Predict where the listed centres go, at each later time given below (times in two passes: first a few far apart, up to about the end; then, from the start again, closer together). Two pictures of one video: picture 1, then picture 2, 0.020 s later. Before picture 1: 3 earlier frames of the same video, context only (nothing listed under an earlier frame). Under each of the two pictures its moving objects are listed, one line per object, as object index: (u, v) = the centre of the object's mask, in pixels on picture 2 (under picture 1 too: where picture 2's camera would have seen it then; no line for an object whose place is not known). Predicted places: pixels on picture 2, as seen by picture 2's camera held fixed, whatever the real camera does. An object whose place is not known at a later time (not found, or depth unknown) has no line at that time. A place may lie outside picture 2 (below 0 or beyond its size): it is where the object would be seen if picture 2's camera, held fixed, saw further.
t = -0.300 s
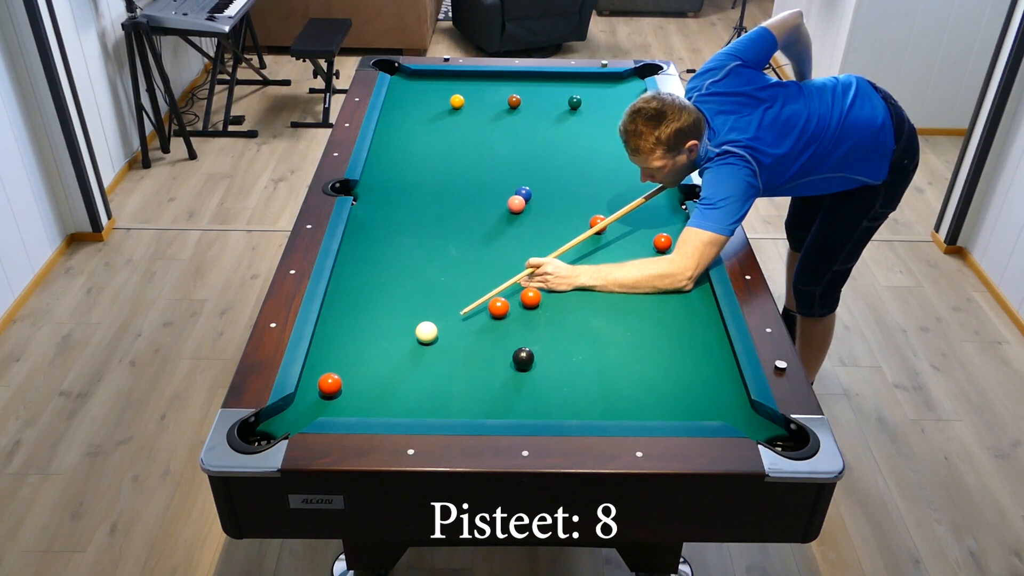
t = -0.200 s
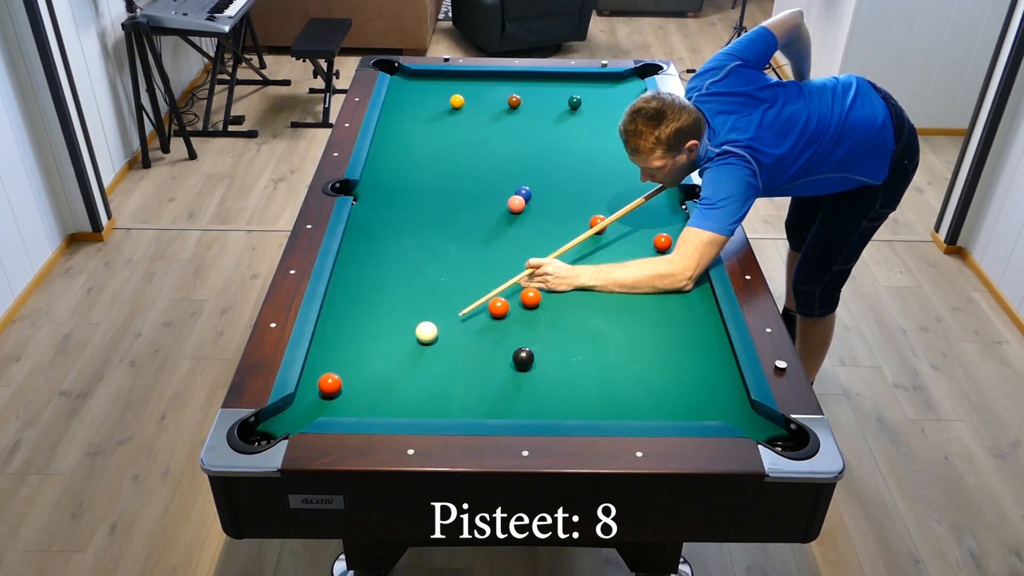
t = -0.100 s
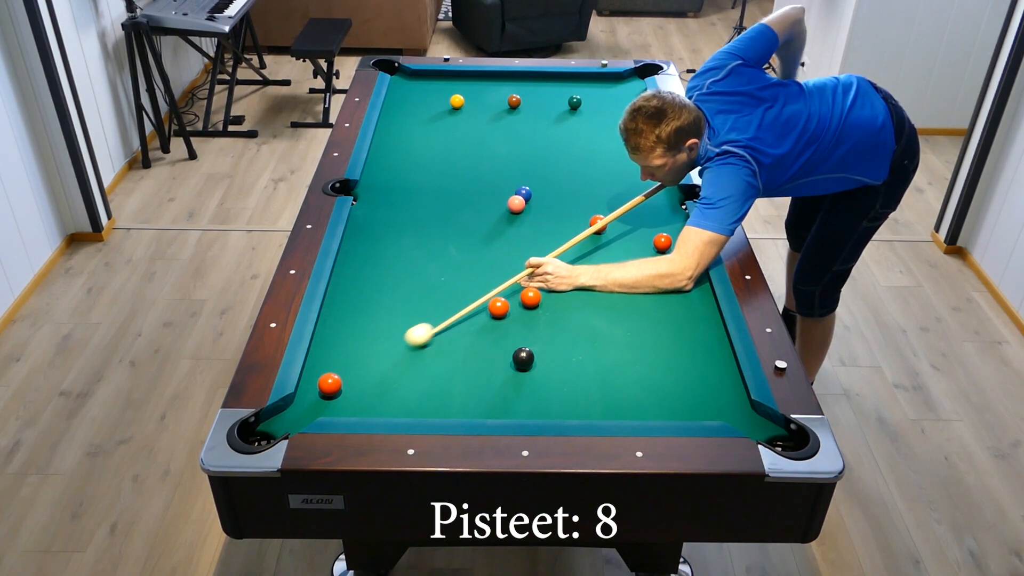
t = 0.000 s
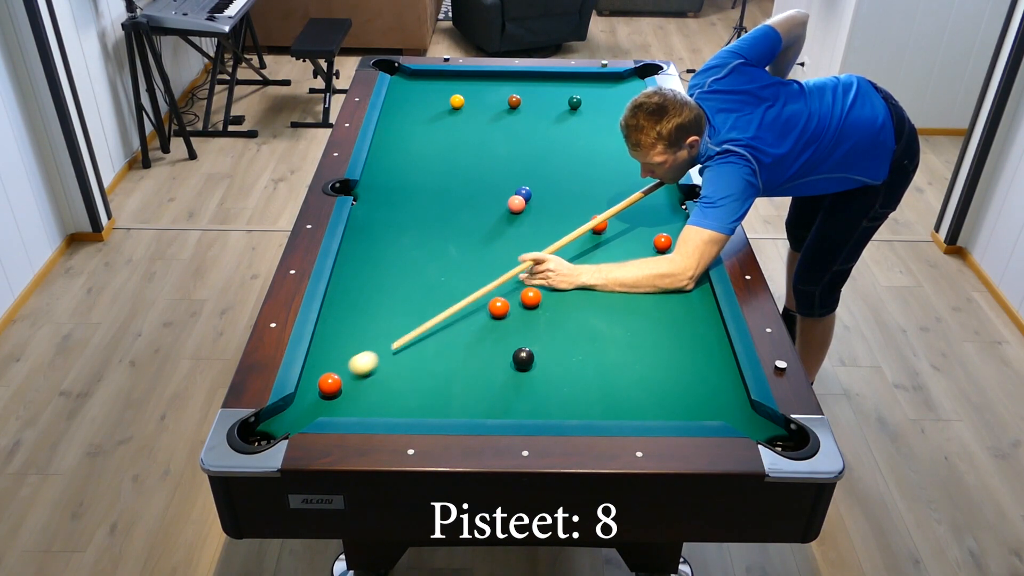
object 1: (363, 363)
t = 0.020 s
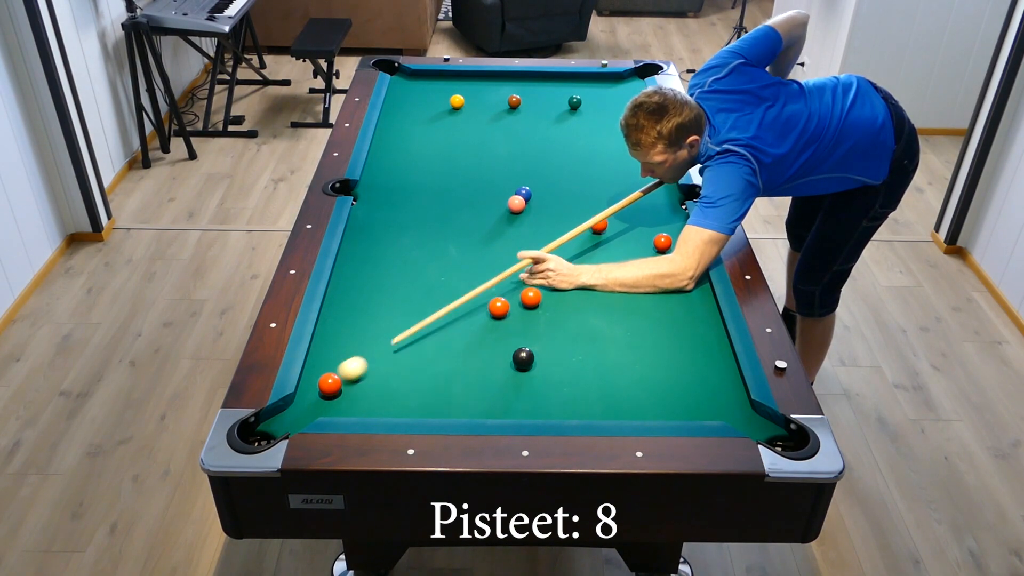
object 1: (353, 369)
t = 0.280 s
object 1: (340, 360)
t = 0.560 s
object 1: (337, 348)
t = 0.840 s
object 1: (334, 338)
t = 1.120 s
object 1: (332, 330)
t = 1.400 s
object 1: (330, 324)
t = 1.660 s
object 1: (328, 320)
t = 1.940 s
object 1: (328, 318)
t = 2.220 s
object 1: (329, 317)
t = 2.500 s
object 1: (329, 317)
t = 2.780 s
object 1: (329, 317)
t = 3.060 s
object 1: (329, 317)
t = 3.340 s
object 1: (329, 317)
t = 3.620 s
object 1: (329, 317)
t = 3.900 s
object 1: (329, 317)
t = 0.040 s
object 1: (346, 372)
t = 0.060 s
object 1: (344, 371)
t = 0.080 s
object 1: (343, 370)
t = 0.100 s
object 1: (342, 369)
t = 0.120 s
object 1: (342, 368)
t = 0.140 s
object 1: (341, 367)
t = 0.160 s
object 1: (341, 366)
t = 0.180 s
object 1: (341, 365)
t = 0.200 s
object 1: (341, 364)
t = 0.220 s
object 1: (340, 363)
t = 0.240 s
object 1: (340, 362)
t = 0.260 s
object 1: (340, 361)
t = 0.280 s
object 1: (340, 360)
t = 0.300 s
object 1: (339, 359)
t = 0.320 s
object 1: (339, 358)
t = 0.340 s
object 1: (339, 358)
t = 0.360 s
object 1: (339, 357)
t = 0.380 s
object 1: (339, 356)
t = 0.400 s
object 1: (338, 355)
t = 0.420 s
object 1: (338, 354)
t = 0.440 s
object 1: (338, 353)
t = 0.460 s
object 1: (338, 352)
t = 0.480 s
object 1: (338, 352)
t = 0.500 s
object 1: (337, 351)
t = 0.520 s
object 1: (337, 350)
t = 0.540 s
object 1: (337, 349)
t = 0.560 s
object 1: (337, 348)
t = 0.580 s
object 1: (337, 348)
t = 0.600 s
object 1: (337, 347)
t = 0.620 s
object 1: (336, 346)
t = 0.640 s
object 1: (336, 345)
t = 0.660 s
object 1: (336, 345)
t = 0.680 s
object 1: (336, 344)
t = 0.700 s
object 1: (336, 343)
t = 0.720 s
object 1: (335, 342)
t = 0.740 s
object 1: (335, 342)
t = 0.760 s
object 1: (335, 341)
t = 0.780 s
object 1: (335, 340)
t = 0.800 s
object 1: (335, 340)
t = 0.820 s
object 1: (335, 339)
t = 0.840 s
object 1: (334, 338)
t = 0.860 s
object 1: (334, 338)
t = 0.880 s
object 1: (334, 337)
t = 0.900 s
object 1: (334, 336)
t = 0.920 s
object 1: (334, 336)
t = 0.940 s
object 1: (334, 335)
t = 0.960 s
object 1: (333, 335)
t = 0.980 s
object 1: (333, 334)
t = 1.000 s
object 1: (333, 334)
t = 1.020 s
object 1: (333, 333)
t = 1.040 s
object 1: (333, 332)
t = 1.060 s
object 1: (333, 332)
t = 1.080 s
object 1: (332, 331)
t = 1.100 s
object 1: (332, 331)
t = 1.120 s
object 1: (332, 330)
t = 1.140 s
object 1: (332, 330)
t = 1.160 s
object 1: (332, 329)
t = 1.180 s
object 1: (331, 329)
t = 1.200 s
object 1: (331, 328)
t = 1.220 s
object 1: (331, 328)
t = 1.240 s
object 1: (331, 328)
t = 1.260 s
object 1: (331, 327)
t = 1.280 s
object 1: (331, 327)
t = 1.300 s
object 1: (330, 326)
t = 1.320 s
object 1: (330, 326)
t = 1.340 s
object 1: (330, 325)
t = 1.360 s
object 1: (330, 325)
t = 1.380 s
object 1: (330, 325)
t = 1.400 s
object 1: (330, 324)
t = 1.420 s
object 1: (330, 324)
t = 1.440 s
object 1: (329, 324)
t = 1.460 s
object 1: (329, 323)
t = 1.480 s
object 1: (329, 323)
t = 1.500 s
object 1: (329, 323)
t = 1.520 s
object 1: (329, 322)
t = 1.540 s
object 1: (329, 322)
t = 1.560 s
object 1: (329, 322)
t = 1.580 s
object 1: (328, 321)
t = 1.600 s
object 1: (328, 321)
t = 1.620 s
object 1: (328, 321)
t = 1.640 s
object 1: (328, 320)
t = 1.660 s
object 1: (328, 320)
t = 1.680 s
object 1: (328, 320)
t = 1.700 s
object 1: (328, 320)
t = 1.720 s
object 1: (328, 319)
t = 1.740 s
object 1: (328, 319)
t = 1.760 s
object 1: (327, 319)
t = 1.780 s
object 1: (327, 319)
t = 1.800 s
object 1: (327, 318)
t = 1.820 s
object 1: (328, 318)
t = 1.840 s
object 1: (328, 318)
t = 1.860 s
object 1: (328, 318)
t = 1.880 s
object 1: (328, 318)
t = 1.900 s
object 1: (328, 318)
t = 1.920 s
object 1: (328, 318)
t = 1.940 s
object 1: (328, 318)
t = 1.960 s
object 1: (328, 318)
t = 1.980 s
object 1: (328, 317)
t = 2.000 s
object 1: (328, 317)
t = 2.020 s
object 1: (328, 317)
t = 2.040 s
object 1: (329, 317)
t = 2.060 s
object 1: (329, 317)
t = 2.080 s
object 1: (329, 317)
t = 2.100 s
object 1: (329, 317)
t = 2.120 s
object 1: (329, 317)
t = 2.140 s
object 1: (329, 317)
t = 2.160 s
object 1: (329, 317)
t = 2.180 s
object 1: (329, 317)
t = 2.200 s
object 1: (329, 317)
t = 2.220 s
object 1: (329, 317)
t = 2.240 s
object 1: (329, 317)
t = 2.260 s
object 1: (329, 317)
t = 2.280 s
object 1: (329, 317)
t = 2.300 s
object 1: (329, 317)
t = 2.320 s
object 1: (329, 317)
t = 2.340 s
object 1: (329, 317)
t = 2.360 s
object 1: (329, 317)
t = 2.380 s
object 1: (329, 317)
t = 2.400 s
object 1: (329, 317)
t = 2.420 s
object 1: (329, 317)
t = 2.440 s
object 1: (329, 317)
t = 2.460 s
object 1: (329, 317)
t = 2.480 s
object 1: (329, 317)
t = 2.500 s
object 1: (329, 317)
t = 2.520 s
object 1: (329, 317)
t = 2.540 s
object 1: (329, 317)
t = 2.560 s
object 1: (329, 317)
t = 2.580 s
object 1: (329, 317)
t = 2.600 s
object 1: (329, 317)
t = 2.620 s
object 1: (329, 317)
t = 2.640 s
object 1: (329, 317)
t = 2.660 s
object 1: (329, 317)
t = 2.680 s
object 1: (329, 317)
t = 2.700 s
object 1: (329, 317)
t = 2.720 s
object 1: (329, 317)
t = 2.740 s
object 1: (329, 317)
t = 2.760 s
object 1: (329, 317)
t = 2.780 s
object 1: (329, 317)
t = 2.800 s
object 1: (329, 317)
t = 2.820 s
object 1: (329, 317)
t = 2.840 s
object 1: (329, 317)
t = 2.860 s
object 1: (329, 317)
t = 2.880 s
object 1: (329, 317)
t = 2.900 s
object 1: (329, 317)
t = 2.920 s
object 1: (329, 317)
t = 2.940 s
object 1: (329, 317)
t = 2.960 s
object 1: (329, 317)
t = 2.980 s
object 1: (329, 317)
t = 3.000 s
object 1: (329, 317)
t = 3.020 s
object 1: (329, 317)
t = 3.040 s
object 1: (329, 317)
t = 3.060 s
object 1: (329, 317)
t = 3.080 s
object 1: (329, 317)
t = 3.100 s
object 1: (329, 317)
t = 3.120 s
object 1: (329, 317)
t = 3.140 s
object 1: (329, 317)
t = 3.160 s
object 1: (329, 317)
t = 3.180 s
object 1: (329, 317)
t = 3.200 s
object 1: (329, 317)
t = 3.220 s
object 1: (329, 317)
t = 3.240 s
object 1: (329, 317)
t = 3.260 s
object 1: (329, 317)
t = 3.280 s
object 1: (329, 317)
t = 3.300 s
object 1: (329, 317)
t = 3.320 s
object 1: (329, 317)
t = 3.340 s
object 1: (329, 317)
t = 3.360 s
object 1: (329, 317)
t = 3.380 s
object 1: (329, 317)
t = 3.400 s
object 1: (329, 317)
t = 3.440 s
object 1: (329, 317)
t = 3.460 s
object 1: (329, 317)
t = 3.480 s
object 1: (329, 317)
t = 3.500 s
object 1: (329, 317)
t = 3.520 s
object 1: (329, 317)
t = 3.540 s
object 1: (329, 317)
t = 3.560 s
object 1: (329, 317)
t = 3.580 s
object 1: (329, 317)
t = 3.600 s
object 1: (329, 317)
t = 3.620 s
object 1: (329, 317)
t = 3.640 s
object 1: (329, 317)
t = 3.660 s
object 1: (329, 317)
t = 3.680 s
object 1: (329, 317)
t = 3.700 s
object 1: (329, 317)
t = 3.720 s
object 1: (329, 317)
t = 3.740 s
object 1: (329, 317)
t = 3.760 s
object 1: (329, 317)
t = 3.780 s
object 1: (329, 317)
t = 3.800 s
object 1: (329, 317)
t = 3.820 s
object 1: (329, 317)
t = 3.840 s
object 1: (329, 317)
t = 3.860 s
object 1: (329, 317)
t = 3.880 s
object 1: (329, 317)
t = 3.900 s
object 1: (329, 317)
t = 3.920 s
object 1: (329, 317)
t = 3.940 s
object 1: (329, 317)
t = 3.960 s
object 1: (329, 317)
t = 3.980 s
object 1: (329, 317)
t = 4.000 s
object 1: (328, 317)
